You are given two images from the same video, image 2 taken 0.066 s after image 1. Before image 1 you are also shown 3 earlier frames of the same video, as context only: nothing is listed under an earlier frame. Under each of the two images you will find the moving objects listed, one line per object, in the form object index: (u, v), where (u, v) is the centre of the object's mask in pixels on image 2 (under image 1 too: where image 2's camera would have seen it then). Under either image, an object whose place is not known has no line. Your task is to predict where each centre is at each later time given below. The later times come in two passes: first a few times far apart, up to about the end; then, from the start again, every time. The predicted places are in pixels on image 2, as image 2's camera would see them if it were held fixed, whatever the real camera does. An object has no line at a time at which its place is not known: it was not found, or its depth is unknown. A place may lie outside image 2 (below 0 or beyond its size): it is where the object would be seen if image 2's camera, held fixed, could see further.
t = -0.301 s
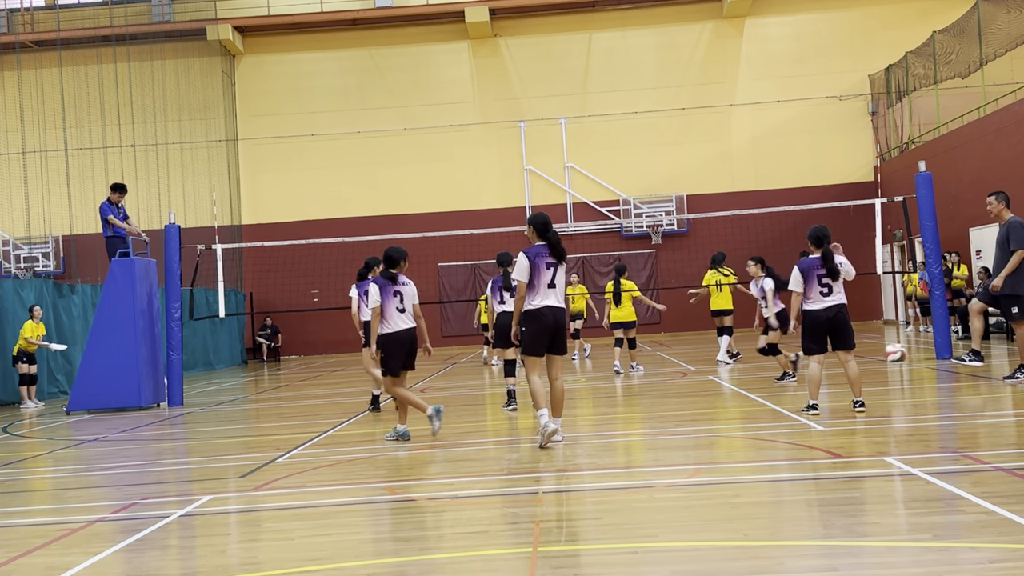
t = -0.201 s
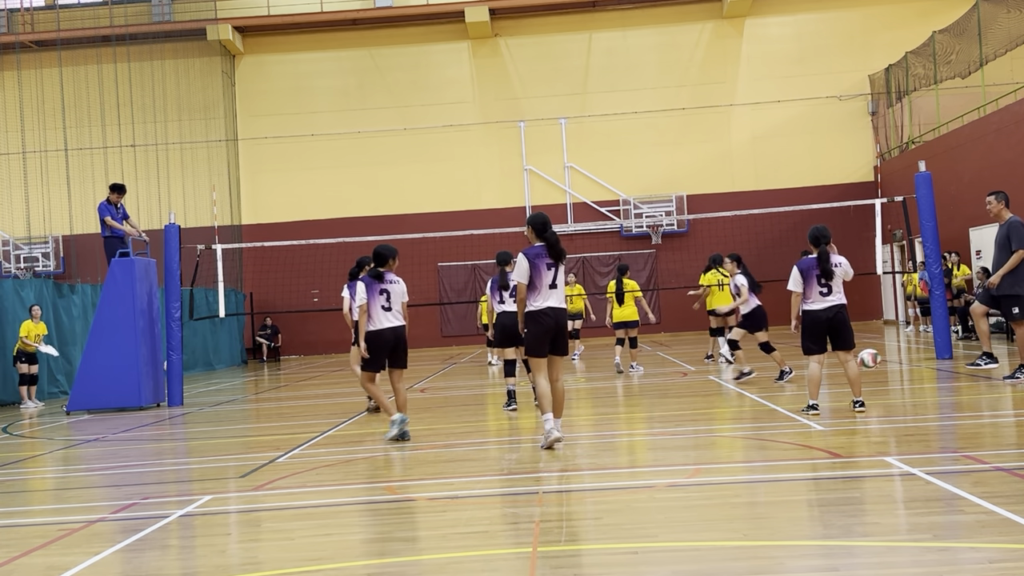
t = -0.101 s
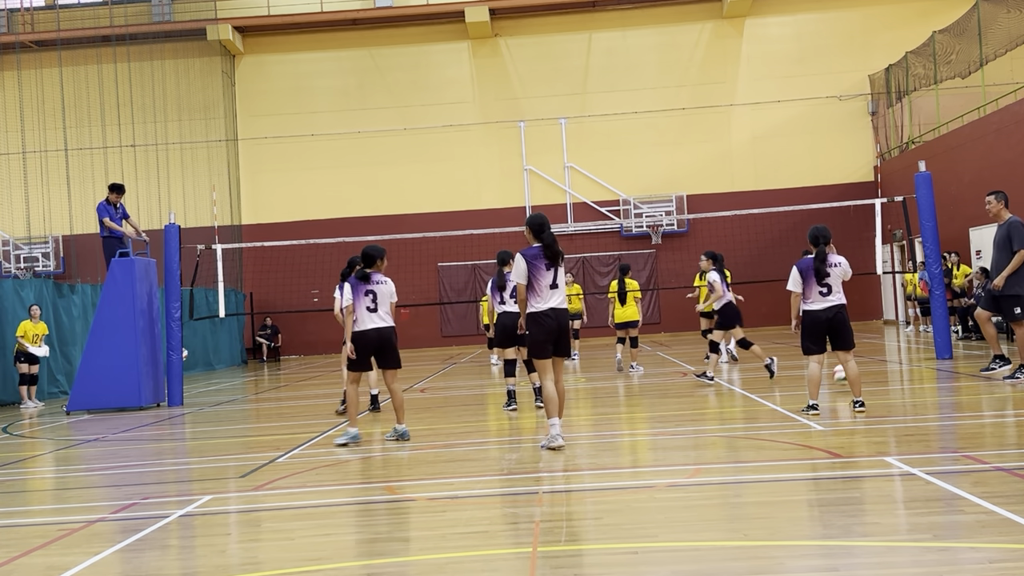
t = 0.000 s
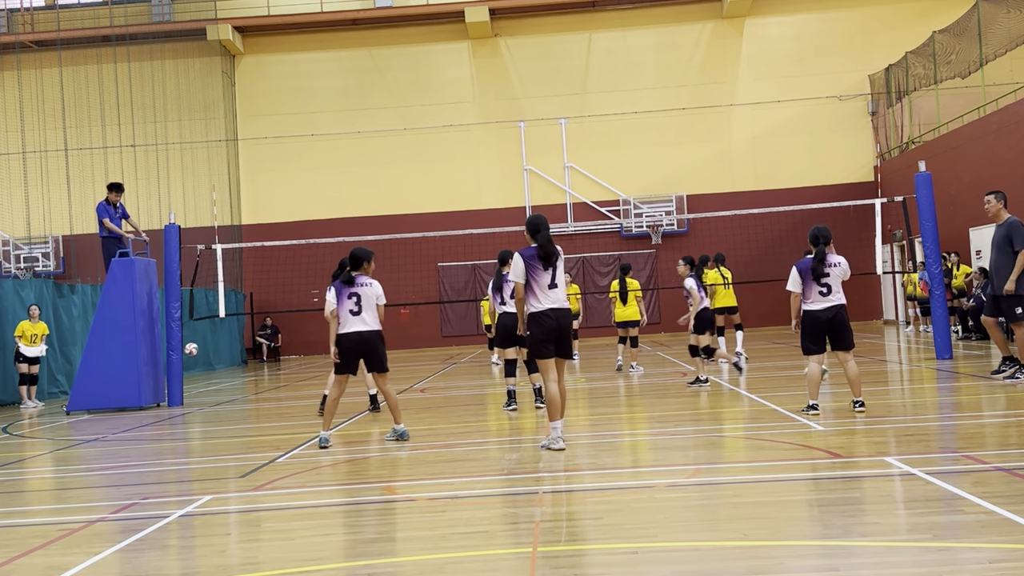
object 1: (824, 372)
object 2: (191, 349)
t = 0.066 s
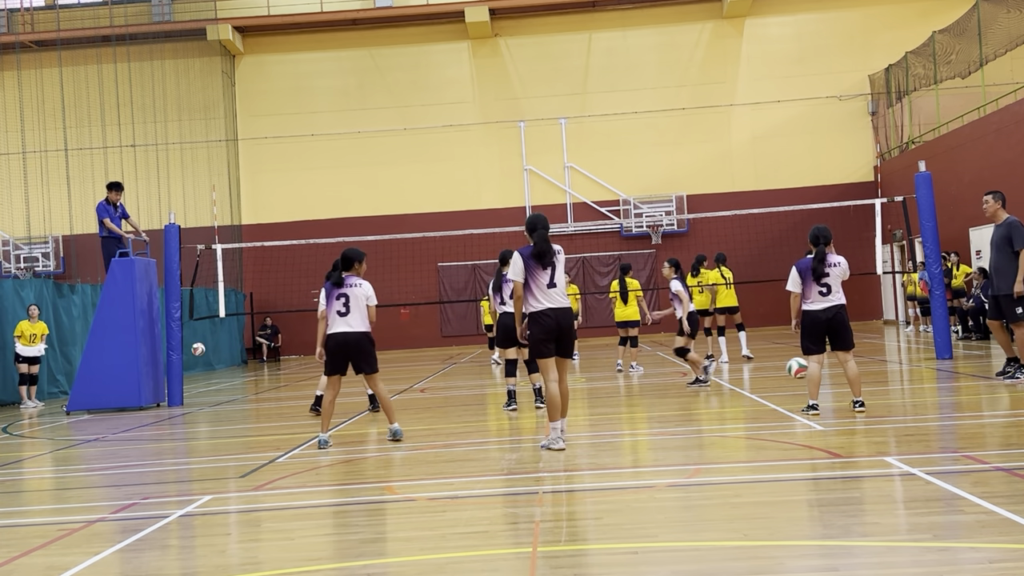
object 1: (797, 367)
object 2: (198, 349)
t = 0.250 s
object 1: (749, 377)
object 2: (217, 362)
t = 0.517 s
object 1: (676, 382)
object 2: (242, 363)
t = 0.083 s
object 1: (793, 367)
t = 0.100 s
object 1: (789, 367)
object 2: (201, 350)
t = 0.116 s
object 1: (784, 367)
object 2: (203, 350)
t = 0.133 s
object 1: (779, 367)
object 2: (205, 351)
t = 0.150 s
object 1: (775, 368)
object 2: (207, 352)
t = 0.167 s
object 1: (771, 369)
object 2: (208, 353)
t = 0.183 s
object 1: (766, 370)
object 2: (210, 355)
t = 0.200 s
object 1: (763, 371)
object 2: (212, 356)
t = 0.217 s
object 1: (757, 373)
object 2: (214, 358)
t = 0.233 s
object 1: (753, 375)
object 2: (216, 360)
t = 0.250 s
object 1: (749, 377)
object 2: (217, 362)
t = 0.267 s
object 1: (745, 380)
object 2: (219, 364)
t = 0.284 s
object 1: (740, 382)
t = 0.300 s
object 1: (736, 386)
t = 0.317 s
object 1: (732, 389)
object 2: (224, 370)
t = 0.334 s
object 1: (727, 388)
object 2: (226, 373)
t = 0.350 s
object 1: (721, 386)
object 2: (228, 376)
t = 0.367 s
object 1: (717, 384)
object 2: (230, 379)
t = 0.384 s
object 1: (712, 383)
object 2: (231, 381)
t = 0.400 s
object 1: (708, 382)
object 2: (233, 378)
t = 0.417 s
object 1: (703, 381)
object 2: (234, 376)
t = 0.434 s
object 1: (699, 380)
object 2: (235, 373)
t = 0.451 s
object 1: (694, 380)
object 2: (237, 371)
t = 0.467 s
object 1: (689, 380)
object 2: (238, 368)
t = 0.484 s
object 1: (685, 381)
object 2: (240, 366)
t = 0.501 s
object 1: (681, 381)
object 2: (241, 364)
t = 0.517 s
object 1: (676, 382)
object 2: (242, 363)
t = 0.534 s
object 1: (672, 384)
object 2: (244, 361)
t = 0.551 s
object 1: (667, 385)
